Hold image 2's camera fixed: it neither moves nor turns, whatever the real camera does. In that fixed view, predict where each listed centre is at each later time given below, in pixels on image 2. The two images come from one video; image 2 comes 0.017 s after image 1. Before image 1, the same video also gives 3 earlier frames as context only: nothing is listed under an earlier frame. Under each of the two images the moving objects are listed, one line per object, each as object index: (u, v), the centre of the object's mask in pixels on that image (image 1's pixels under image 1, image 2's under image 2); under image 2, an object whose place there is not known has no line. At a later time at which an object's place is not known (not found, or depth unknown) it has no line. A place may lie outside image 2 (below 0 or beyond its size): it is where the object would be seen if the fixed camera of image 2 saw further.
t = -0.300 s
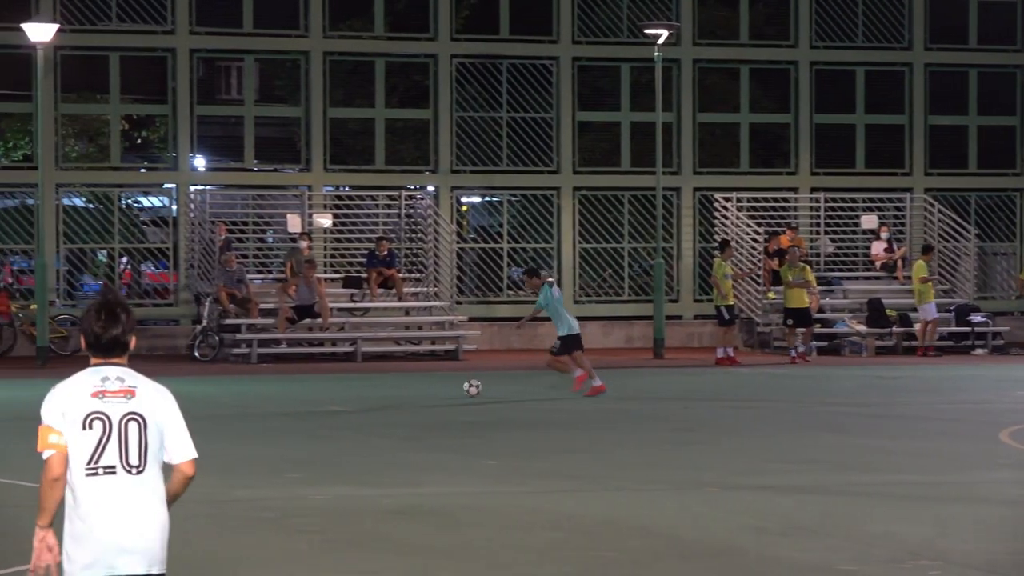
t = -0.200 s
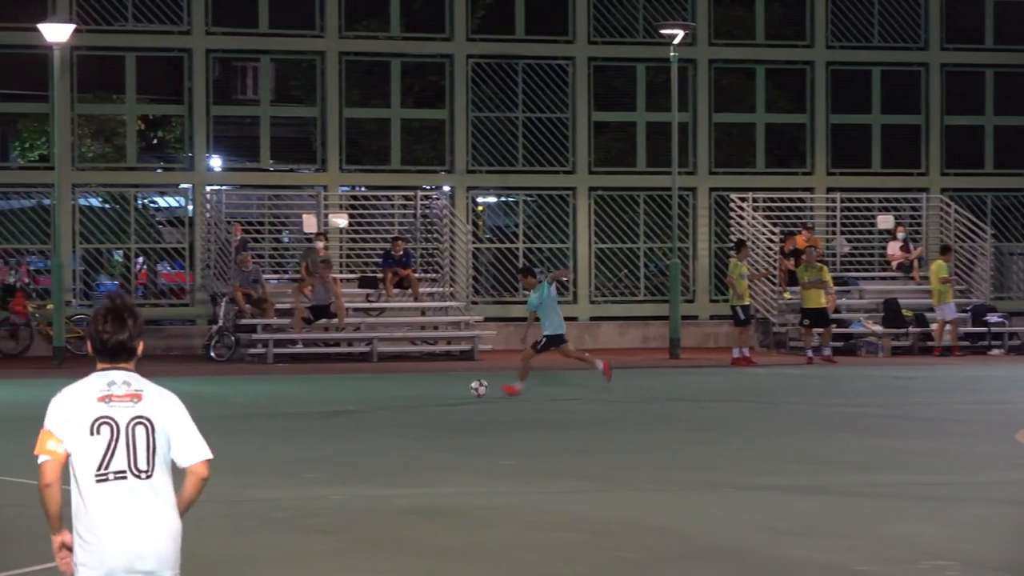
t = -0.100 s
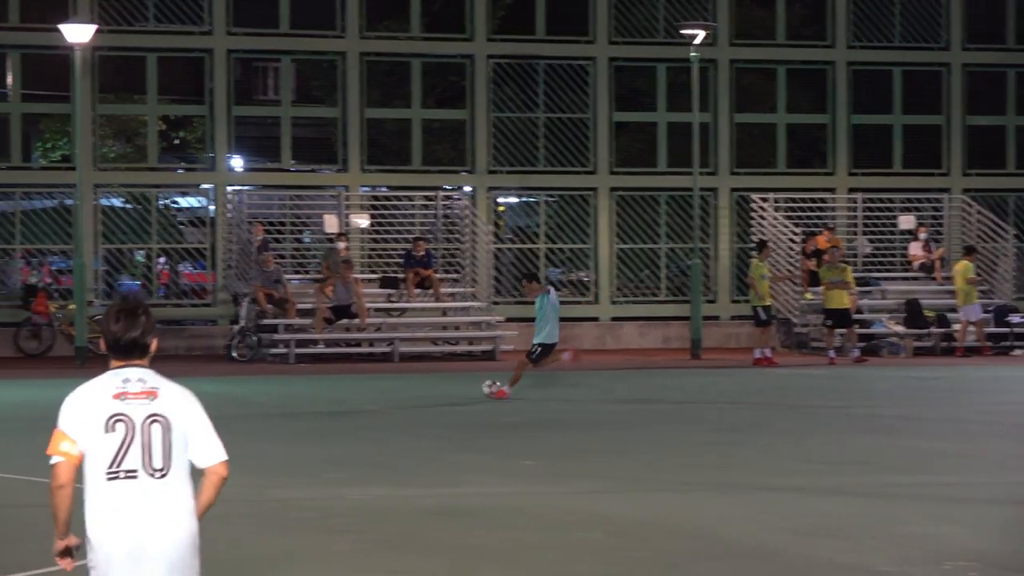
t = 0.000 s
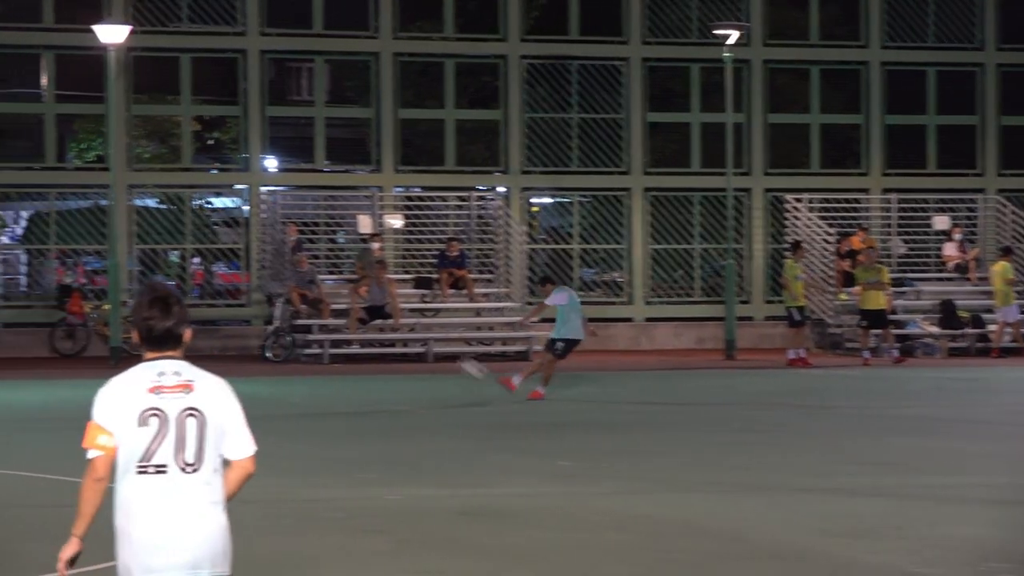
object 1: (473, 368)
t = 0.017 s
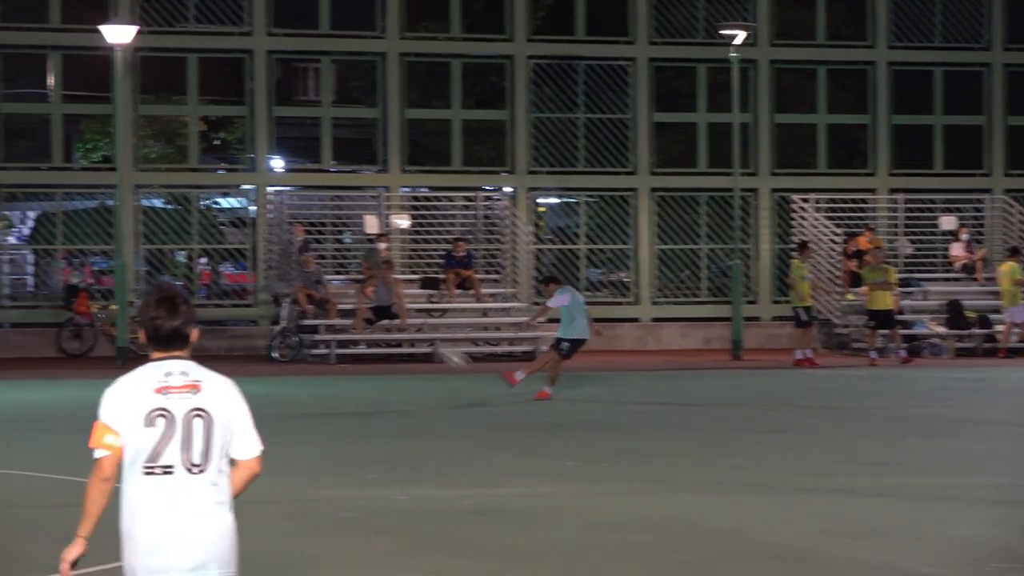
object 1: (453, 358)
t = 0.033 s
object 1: (430, 349)
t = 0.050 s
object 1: (404, 337)
